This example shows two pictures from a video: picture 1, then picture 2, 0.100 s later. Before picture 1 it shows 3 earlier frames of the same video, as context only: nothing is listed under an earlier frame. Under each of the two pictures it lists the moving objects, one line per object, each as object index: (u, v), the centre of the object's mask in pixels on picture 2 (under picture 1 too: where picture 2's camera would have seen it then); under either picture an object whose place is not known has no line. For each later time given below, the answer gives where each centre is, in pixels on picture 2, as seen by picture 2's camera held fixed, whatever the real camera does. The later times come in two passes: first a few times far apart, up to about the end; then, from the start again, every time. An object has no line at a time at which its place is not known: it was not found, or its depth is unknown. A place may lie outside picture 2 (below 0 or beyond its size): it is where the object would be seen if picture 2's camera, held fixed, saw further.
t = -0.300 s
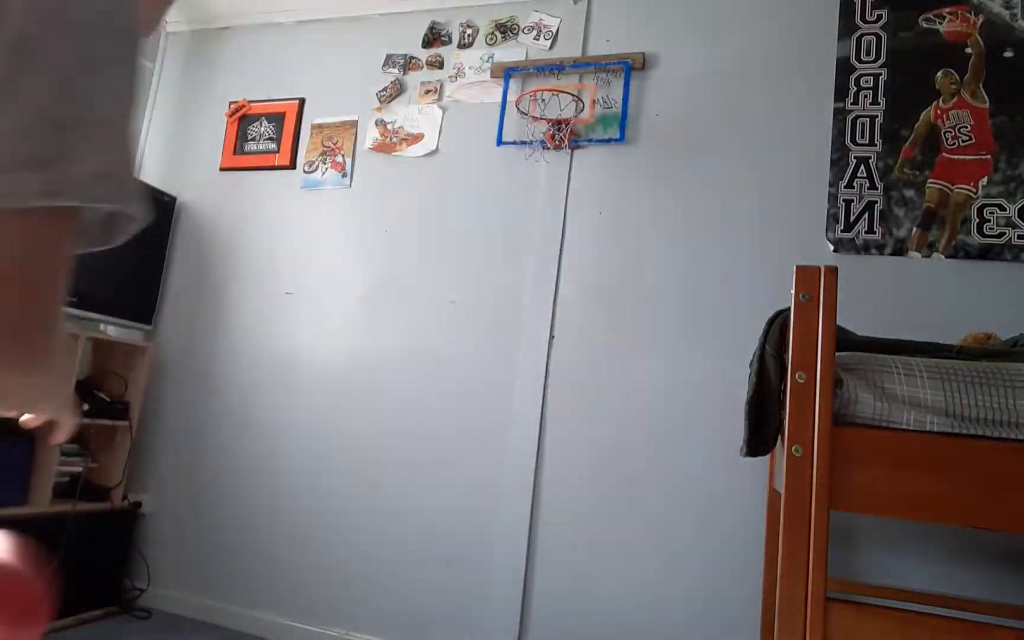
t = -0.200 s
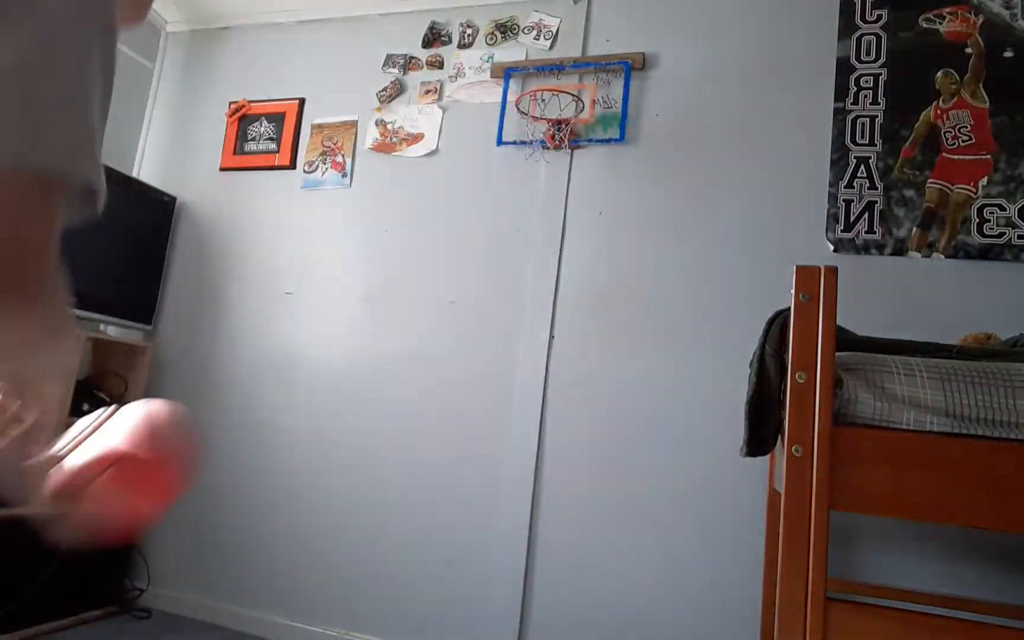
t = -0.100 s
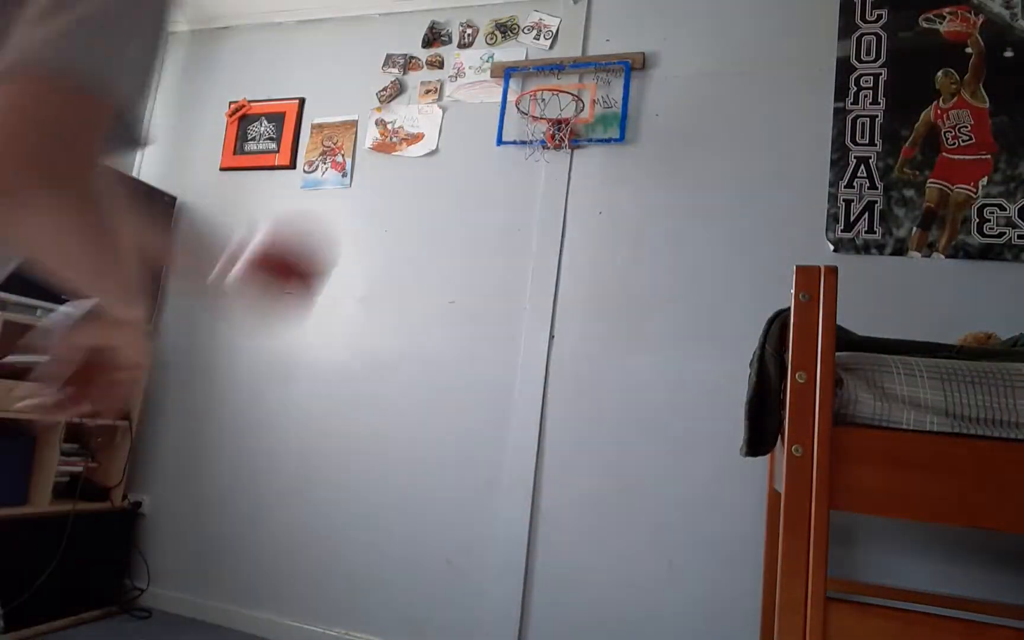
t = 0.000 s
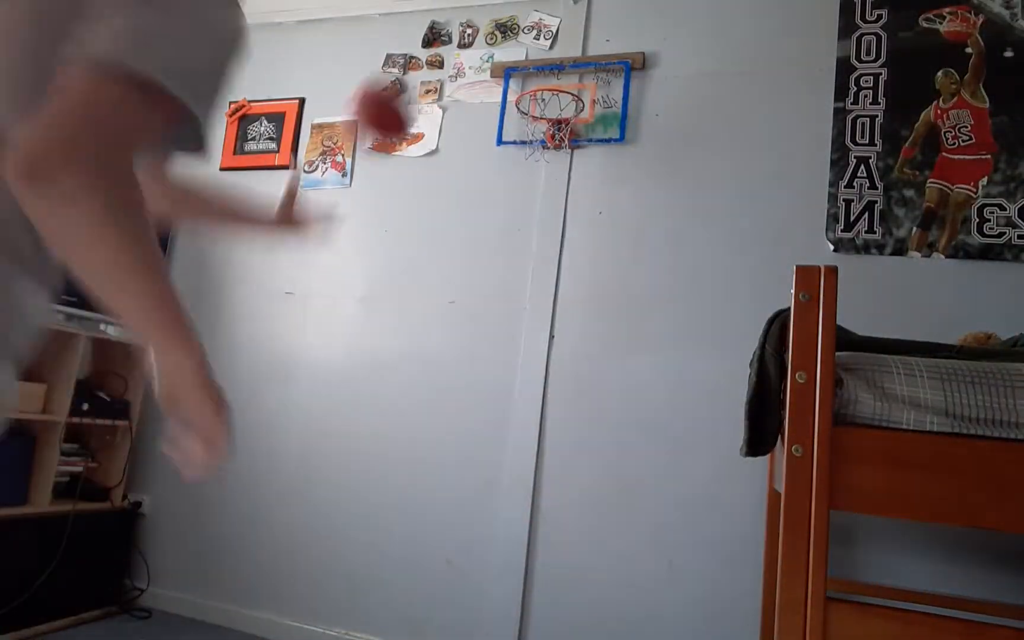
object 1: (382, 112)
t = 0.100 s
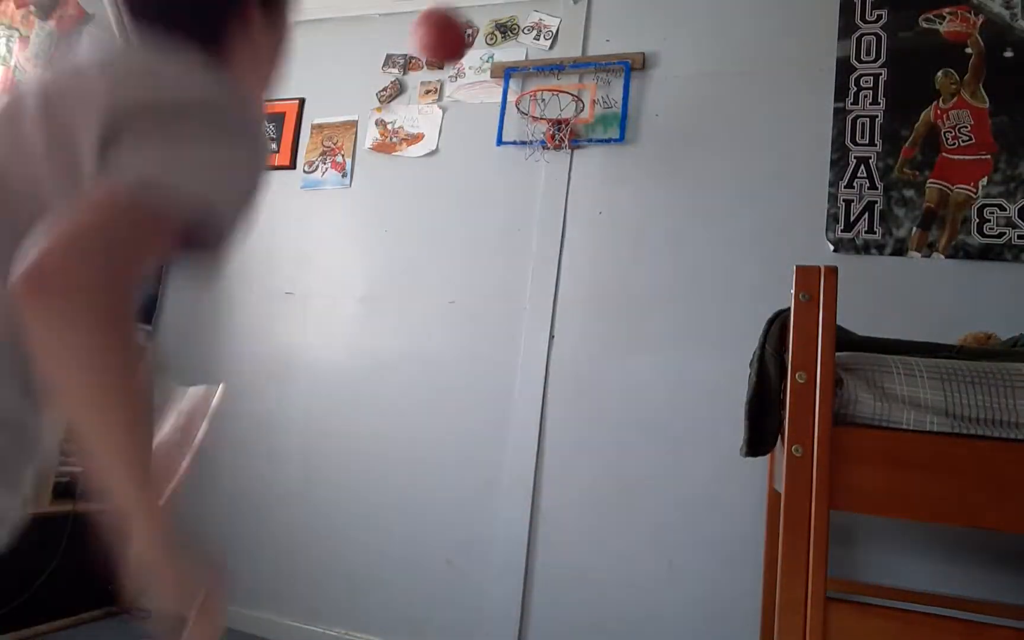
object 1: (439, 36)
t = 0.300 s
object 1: (513, 20)
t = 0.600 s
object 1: (540, 97)
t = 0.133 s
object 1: (456, 25)
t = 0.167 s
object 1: (470, 20)
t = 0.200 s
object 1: (483, 17)
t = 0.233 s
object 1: (494, 16)
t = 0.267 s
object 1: (505, 17)
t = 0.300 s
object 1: (513, 20)
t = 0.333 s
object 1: (522, 25)
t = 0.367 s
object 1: (529, 37)
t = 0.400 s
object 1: (535, 53)
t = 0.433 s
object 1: (540, 69)
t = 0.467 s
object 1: (545, 86)
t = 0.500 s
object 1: (546, 98)
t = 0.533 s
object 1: (542, 96)
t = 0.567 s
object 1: (539, 97)
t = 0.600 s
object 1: (540, 97)
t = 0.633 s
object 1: (552, 97)
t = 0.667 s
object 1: (559, 101)
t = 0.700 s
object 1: (560, 102)
